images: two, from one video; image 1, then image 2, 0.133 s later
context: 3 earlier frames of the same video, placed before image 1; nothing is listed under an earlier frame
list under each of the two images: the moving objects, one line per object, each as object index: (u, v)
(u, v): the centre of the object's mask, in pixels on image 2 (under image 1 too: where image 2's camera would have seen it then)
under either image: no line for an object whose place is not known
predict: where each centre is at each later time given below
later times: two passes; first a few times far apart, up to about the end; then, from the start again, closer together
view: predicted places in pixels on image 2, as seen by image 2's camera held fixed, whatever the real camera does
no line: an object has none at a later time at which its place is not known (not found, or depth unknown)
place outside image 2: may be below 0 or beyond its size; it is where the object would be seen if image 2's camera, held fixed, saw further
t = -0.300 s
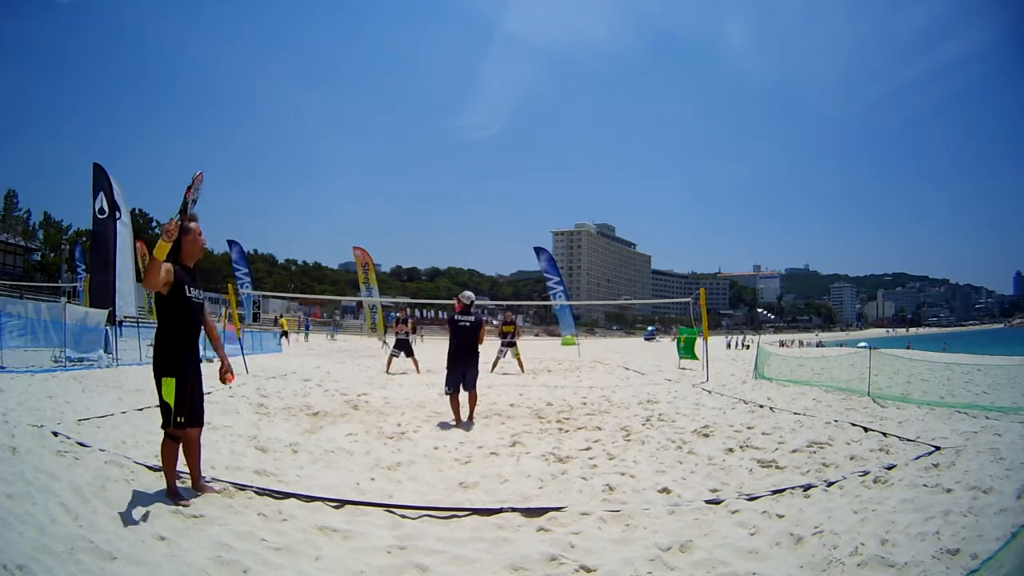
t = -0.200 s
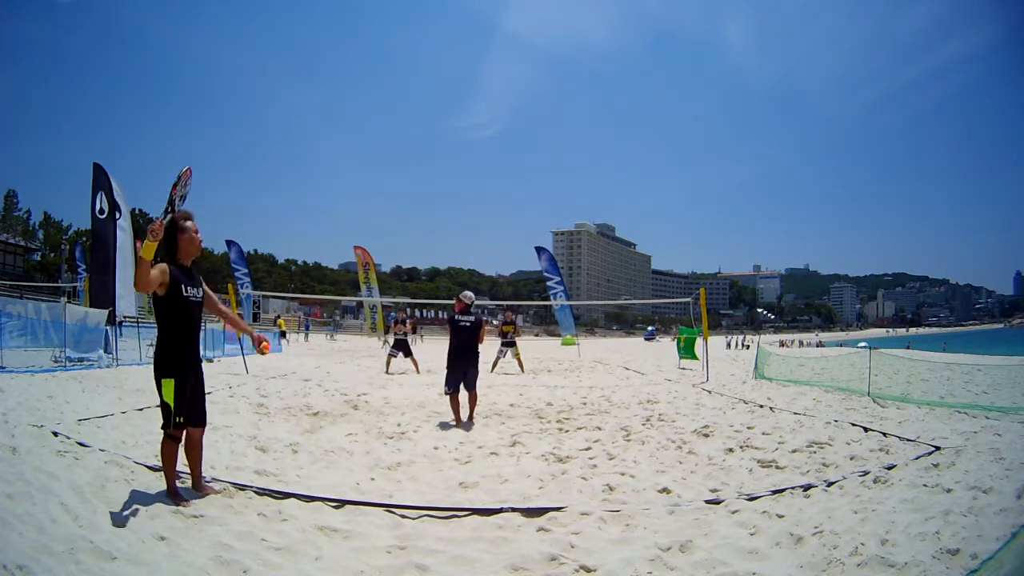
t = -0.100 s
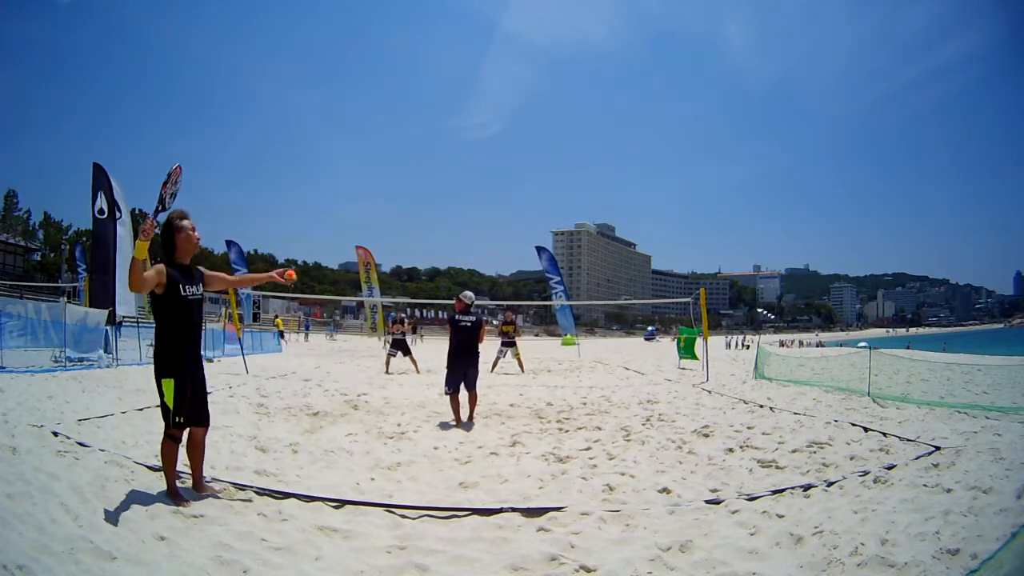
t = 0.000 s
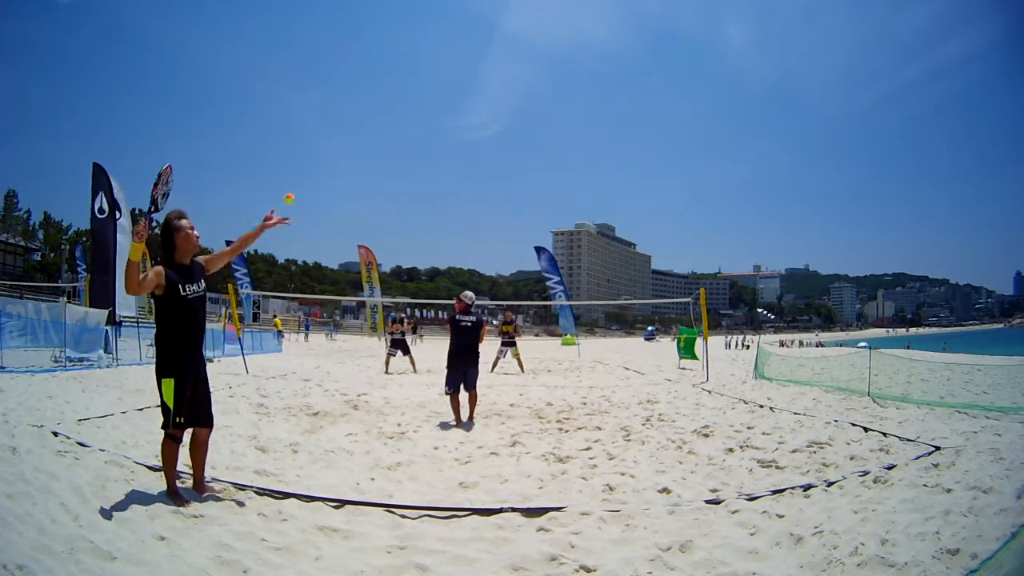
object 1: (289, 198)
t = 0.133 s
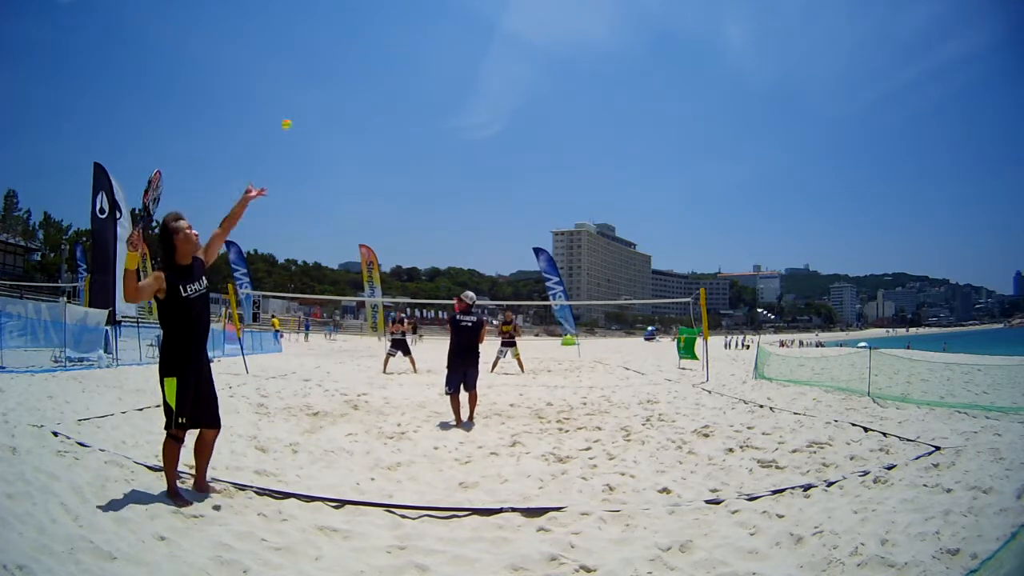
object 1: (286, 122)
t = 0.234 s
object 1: (284, 88)
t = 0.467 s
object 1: (267, 57)
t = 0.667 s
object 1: (242, 87)
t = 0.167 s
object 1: (286, 109)
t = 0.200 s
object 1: (285, 97)
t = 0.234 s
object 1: (284, 88)
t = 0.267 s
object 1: (281, 79)
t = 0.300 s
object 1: (280, 72)
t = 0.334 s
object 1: (278, 66)
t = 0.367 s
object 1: (276, 62)
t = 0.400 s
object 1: (273, 59)
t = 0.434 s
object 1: (270, 58)
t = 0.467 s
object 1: (267, 57)
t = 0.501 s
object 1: (264, 59)
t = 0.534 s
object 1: (260, 62)
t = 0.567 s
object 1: (256, 66)
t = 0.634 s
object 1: (247, 78)
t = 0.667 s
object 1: (242, 87)
